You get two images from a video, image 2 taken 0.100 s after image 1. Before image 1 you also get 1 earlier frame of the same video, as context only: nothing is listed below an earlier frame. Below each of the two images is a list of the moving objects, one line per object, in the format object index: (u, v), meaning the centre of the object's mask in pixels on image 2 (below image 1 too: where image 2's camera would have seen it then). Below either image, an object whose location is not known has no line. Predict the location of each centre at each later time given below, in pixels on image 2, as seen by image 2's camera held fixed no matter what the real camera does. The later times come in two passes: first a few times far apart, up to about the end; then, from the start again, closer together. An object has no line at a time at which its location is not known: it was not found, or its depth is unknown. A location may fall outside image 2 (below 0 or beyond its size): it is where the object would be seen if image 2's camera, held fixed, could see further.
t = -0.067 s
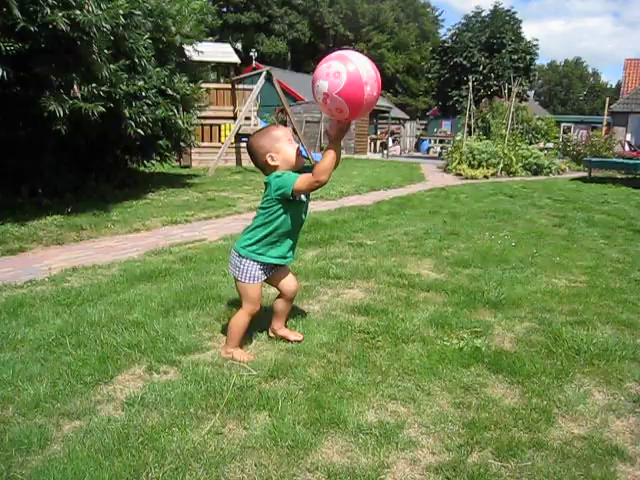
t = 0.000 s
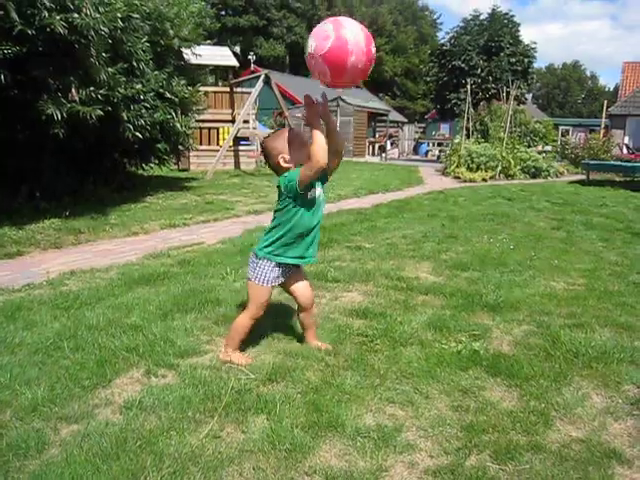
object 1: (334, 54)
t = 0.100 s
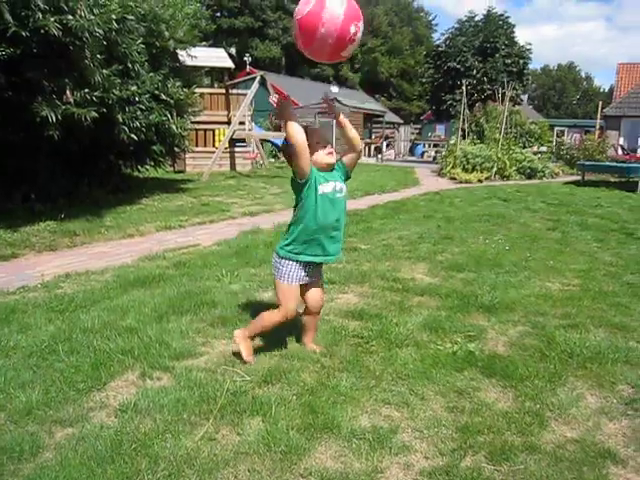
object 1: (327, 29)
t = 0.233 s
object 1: (317, 36)
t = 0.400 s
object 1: (303, 123)
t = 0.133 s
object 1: (325, 28)
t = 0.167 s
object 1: (323, 29)
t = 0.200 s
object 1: (320, 31)
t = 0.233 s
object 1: (317, 36)
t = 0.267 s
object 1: (314, 45)
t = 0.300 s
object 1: (312, 60)
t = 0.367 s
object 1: (305, 100)
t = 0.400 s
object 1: (303, 123)
